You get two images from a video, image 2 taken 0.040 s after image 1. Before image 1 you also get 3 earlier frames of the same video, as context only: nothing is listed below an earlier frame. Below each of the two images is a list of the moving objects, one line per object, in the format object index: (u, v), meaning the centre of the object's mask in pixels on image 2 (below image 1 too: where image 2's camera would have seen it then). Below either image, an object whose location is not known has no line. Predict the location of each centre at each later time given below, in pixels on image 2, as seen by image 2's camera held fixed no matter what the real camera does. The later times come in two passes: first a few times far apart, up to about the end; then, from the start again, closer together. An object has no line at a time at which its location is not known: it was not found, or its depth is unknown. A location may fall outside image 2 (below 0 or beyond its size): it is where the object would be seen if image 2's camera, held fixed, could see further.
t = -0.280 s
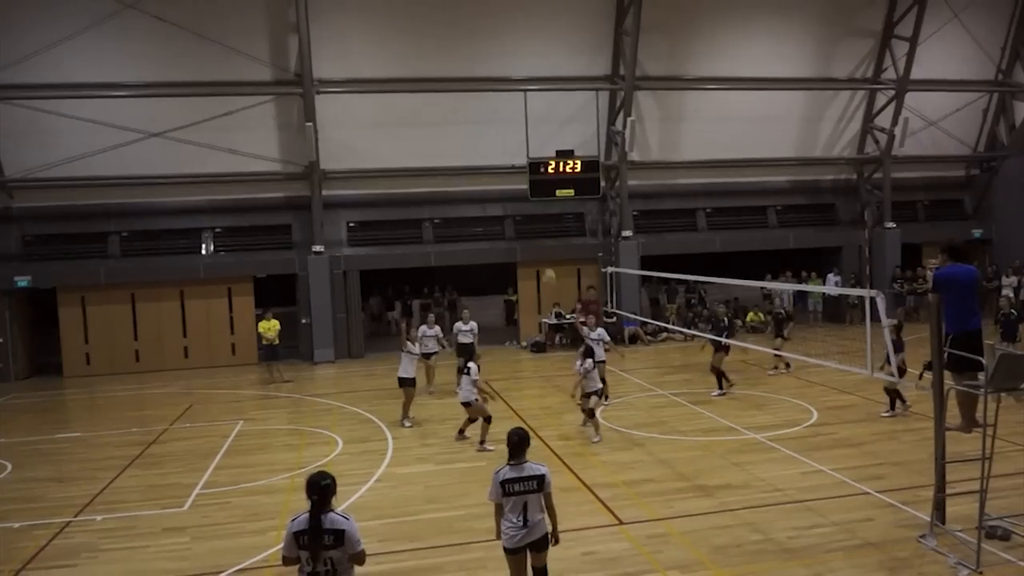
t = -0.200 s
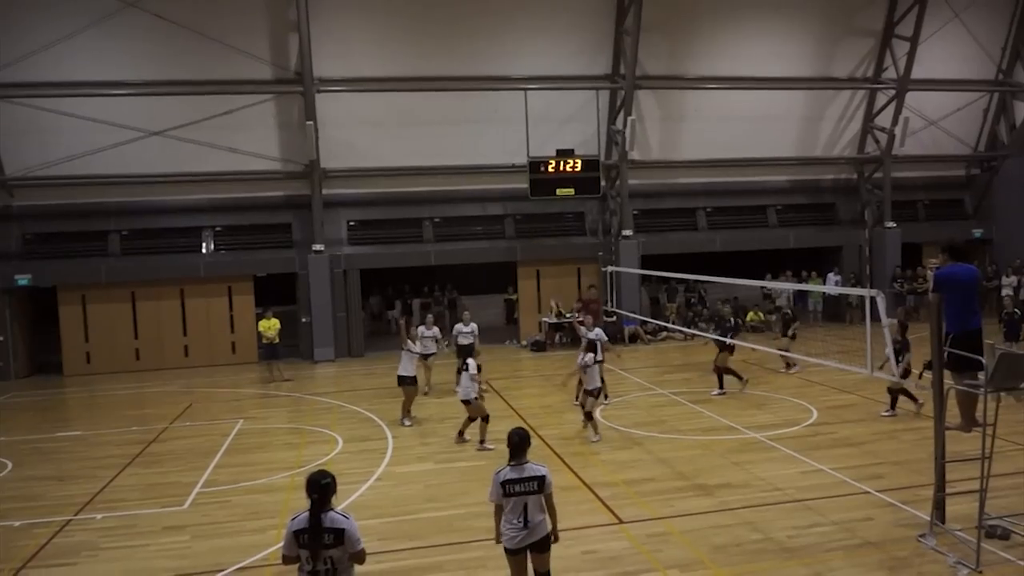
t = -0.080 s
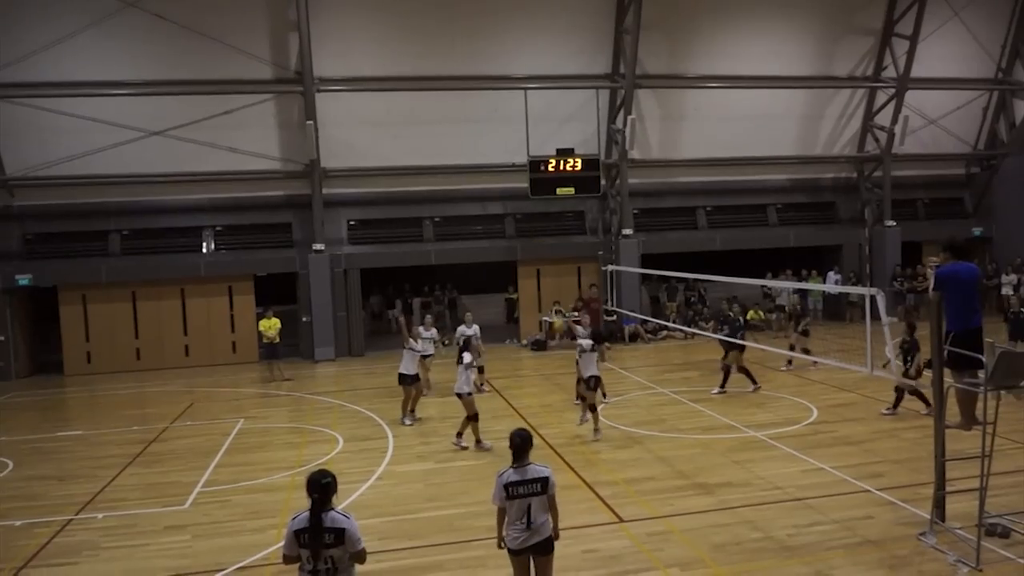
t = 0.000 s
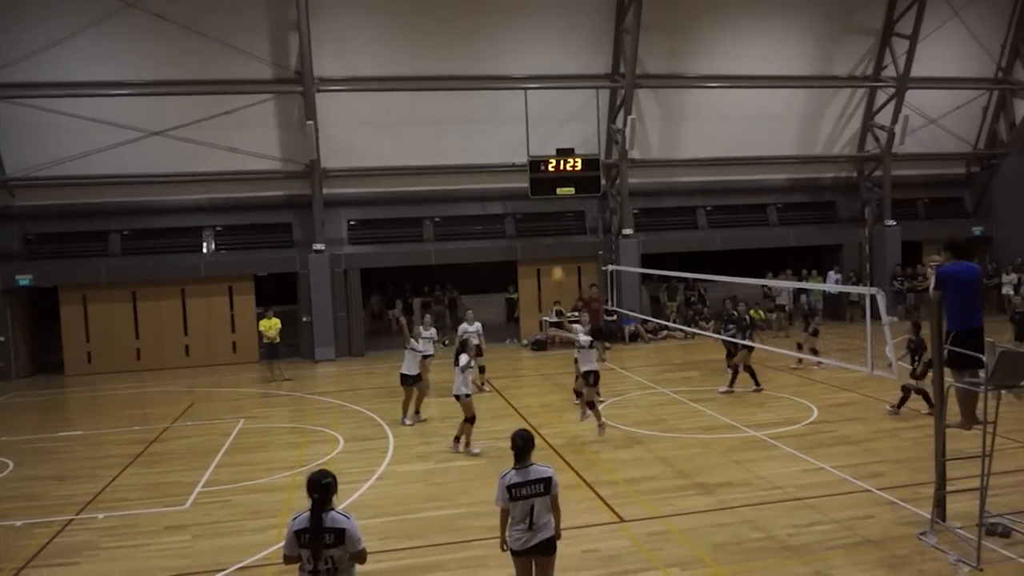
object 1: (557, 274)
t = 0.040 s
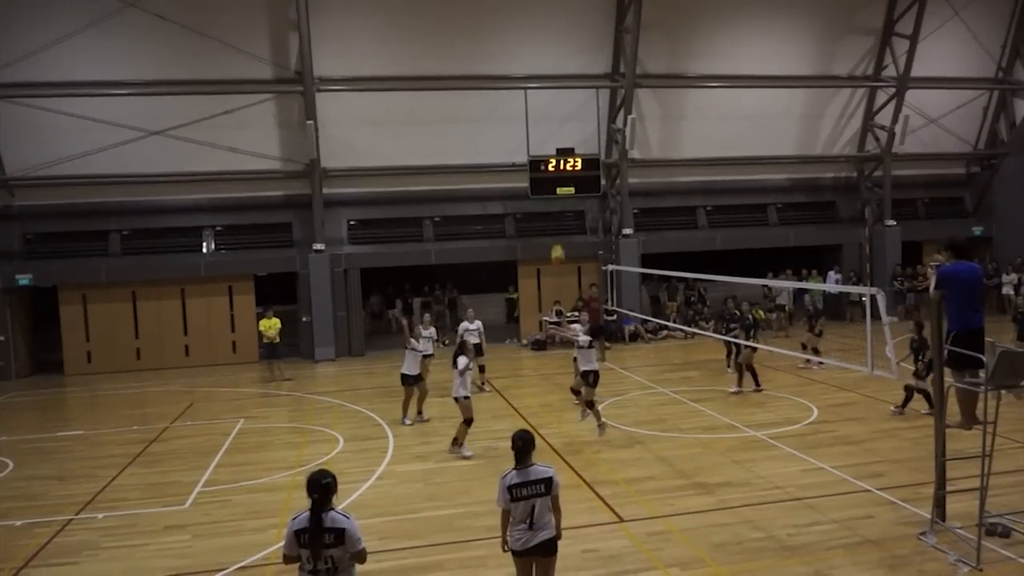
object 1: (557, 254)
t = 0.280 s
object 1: (554, 150)
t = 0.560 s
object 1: (552, 85)
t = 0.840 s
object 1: (552, 71)
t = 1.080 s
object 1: (553, 100)
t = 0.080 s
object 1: (557, 233)
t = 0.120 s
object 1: (557, 214)
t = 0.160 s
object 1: (556, 196)
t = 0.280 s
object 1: (554, 150)
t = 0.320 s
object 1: (554, 139)
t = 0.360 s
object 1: (553, 126)
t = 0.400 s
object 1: (554, 116)
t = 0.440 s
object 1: (553, 107)
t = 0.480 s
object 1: (553, 100)
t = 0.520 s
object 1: (553, 91)
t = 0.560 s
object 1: (552, 85)
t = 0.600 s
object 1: (551, 80)
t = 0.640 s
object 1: (551, 75)
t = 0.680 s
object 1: (551, 73)
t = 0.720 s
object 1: (552, 71)
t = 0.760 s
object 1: (551, 70)
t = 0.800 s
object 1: (551, 70)
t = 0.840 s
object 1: (552, 71)
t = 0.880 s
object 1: (551, 73)
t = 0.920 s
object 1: (552, 77)
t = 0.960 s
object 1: (552, 81)
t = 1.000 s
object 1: (552, 86)
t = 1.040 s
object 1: (553, 93)
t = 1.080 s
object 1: (553, 100)
